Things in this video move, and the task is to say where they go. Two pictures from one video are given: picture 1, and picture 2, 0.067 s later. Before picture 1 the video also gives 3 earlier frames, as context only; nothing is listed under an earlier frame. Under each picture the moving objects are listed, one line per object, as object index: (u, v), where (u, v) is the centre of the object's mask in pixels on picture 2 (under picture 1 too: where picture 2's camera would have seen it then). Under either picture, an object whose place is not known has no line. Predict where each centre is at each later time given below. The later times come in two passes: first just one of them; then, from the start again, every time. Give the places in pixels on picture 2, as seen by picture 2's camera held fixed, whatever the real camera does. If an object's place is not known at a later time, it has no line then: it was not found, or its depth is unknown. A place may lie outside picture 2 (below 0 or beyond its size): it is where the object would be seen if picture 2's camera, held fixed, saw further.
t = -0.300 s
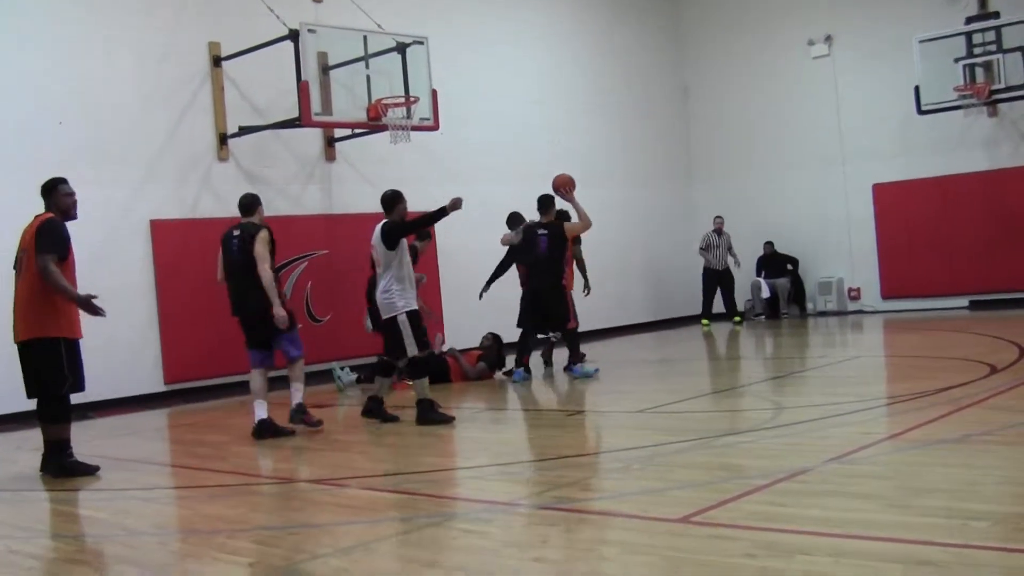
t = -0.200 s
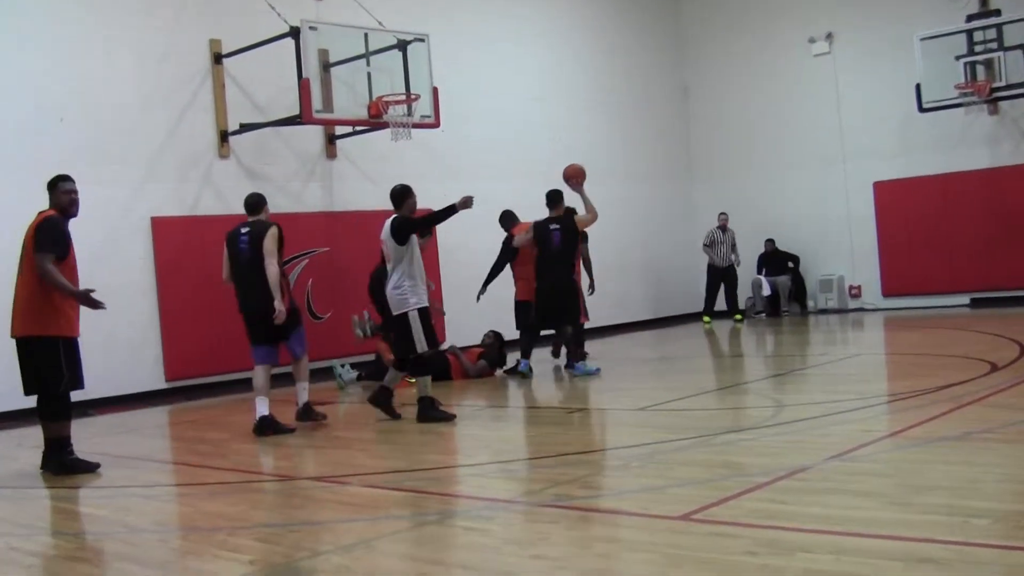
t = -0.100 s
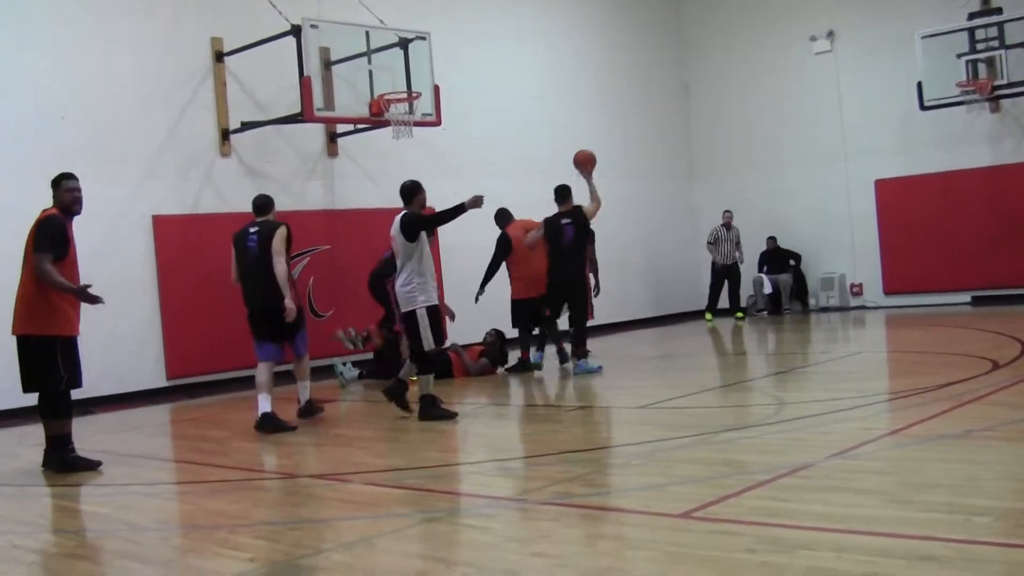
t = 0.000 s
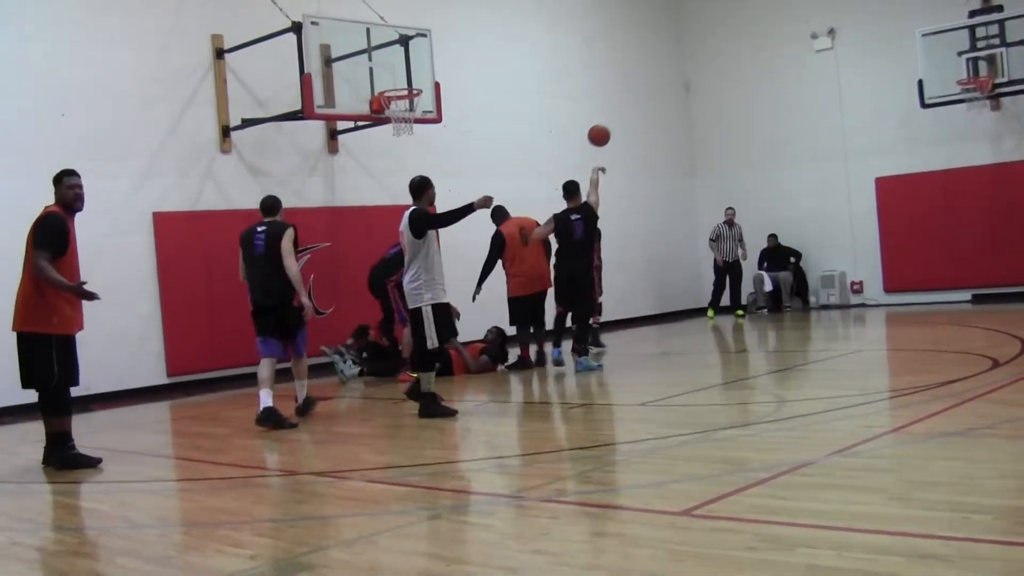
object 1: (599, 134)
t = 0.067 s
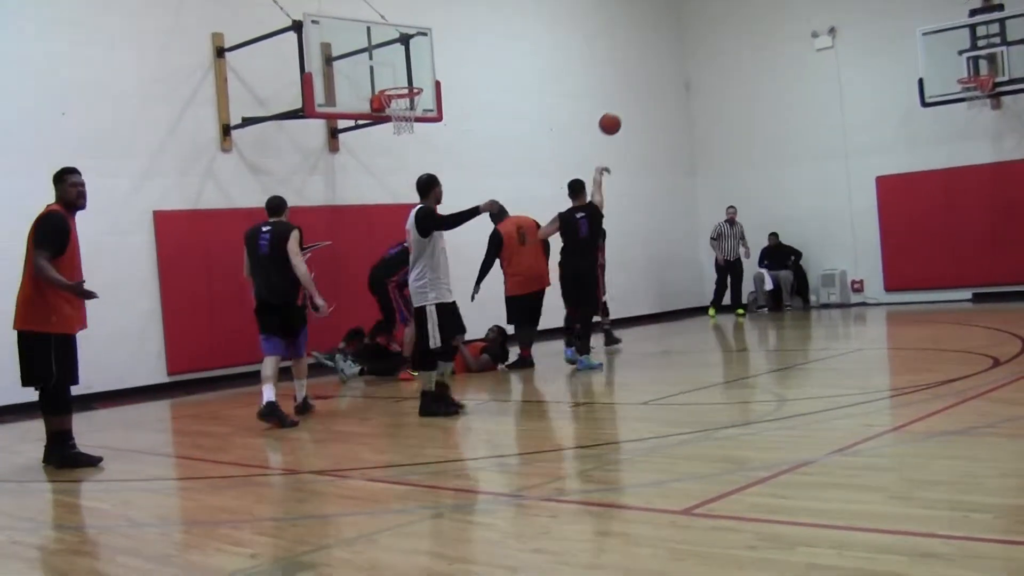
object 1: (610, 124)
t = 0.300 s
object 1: (644, 120)
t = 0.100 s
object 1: (615, 120)
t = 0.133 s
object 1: (620, 118)
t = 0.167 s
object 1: (625, 116)
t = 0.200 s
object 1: (630, 116)
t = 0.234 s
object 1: (634, 117)
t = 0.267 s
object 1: (639, 118)
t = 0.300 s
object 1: (644, 120)
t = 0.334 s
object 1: (649, 123)
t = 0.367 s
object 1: (653, 127)
